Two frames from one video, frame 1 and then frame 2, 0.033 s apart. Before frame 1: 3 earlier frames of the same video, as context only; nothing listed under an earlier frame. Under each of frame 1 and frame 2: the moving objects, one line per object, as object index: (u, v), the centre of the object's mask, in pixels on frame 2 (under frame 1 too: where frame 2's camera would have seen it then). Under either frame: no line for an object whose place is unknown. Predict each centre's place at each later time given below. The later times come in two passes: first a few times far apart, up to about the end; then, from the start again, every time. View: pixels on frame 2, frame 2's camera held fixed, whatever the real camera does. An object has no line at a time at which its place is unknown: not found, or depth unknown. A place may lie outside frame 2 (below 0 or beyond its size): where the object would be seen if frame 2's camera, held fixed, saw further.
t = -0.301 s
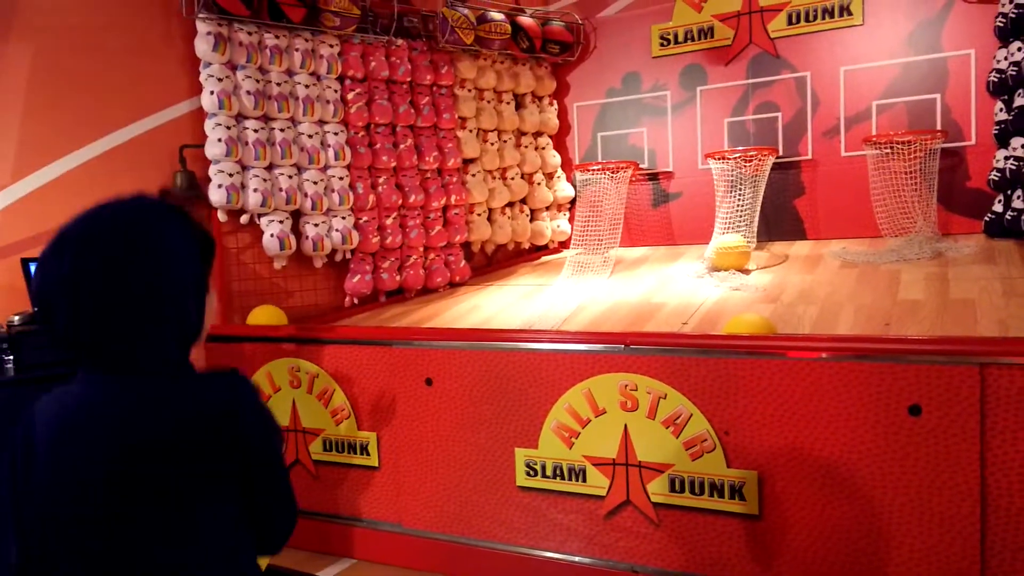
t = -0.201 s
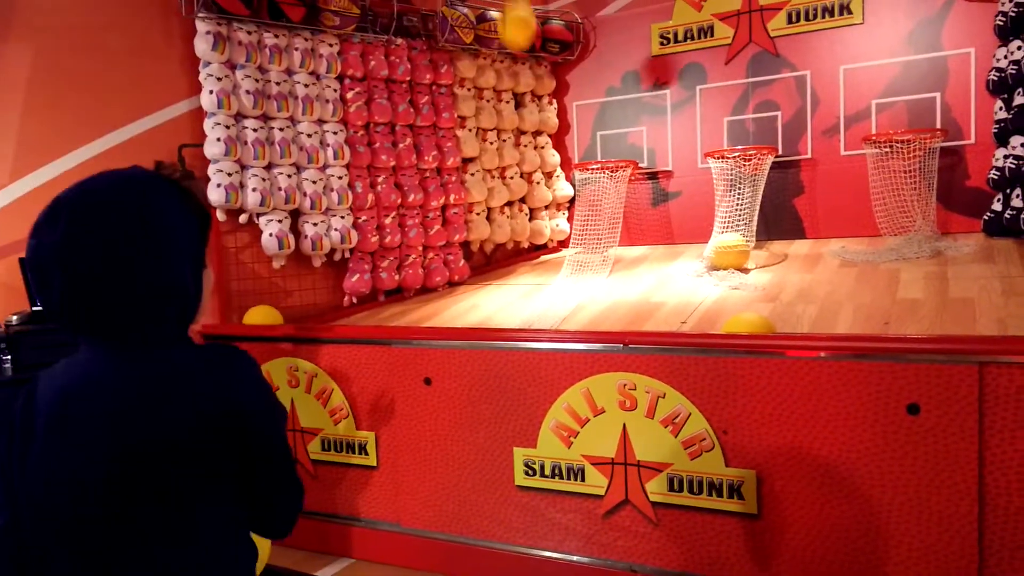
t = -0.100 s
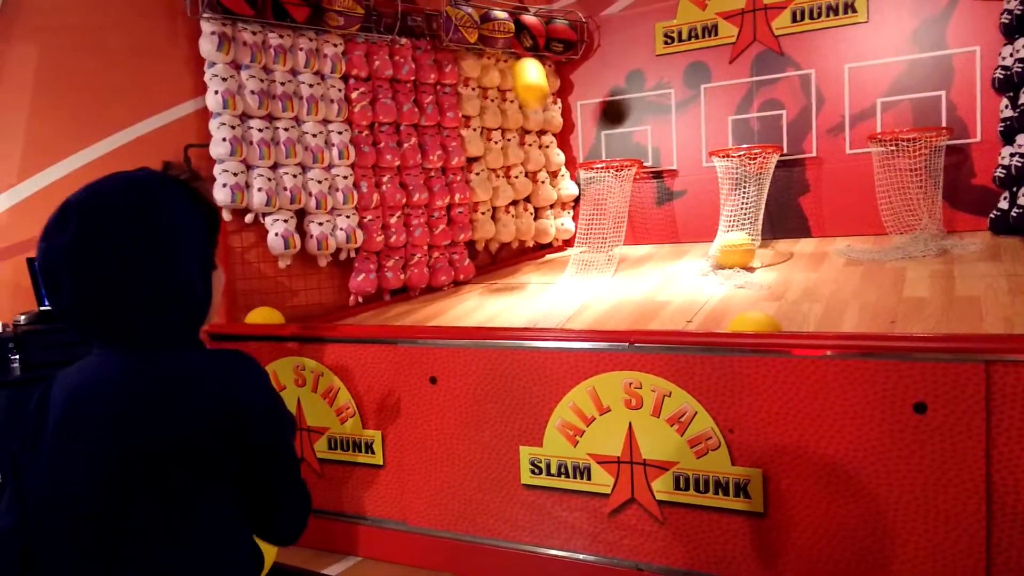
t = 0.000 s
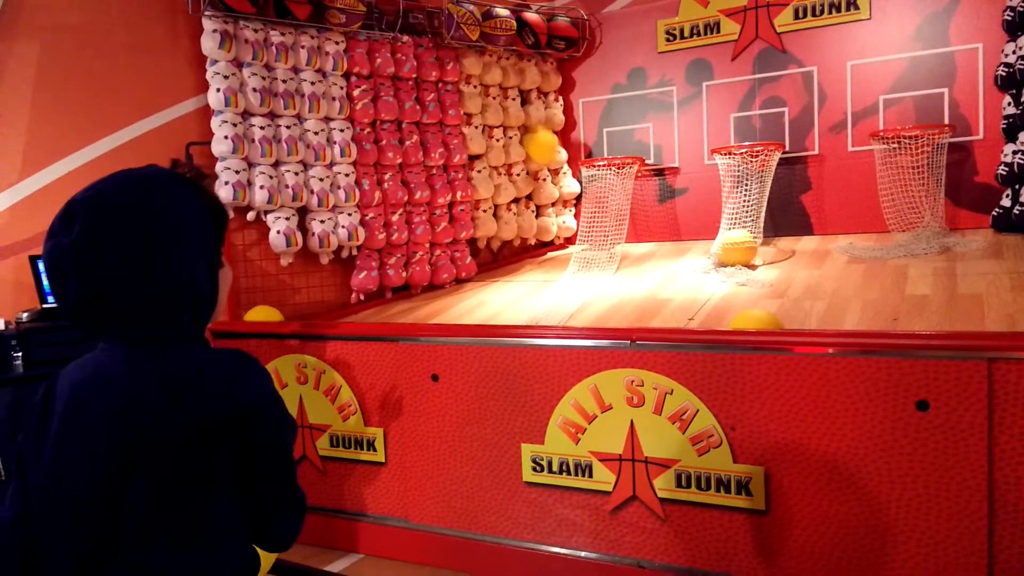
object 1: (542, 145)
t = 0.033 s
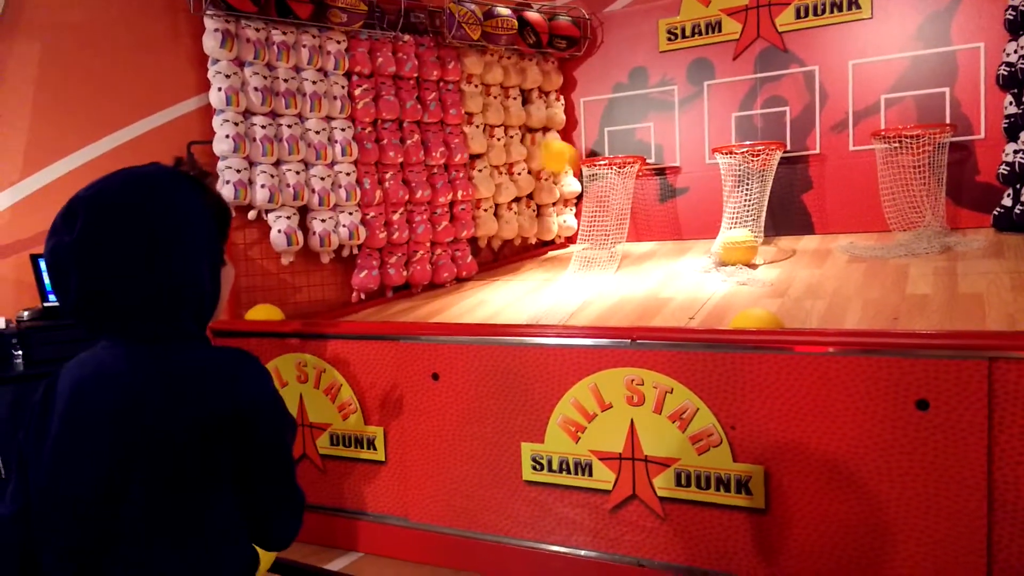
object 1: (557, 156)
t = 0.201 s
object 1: (564, 205)
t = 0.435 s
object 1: (577, 224)
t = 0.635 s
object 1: (586, 249)
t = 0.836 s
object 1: (583, 253)
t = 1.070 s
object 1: (576, 279)
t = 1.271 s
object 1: (563, 298)
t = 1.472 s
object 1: (547, 314)
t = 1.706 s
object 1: (567, 313)
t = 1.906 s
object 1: (590, 309)
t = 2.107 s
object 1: (608, 307)
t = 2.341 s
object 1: (623, 307)
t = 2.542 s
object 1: (632, 310)
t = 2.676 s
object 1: (635, 312)
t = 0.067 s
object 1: (570, 166)
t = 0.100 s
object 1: (569, 177)
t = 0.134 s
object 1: (565, 188)
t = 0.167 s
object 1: (564, 196)
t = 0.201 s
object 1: (564, 205)
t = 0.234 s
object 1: (567, 213)
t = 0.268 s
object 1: (568, 225)
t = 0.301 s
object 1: (570, 236)
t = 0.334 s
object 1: (570, 234)
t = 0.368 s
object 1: (571, 229)
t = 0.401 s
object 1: (572, 225)
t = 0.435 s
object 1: (577, 224)
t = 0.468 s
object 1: (579, 223)
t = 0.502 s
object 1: (581, 224)
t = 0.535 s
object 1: (583, 227)
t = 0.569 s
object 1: (585, 233)
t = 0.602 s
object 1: (586, 240)
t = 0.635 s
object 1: (586, 249)
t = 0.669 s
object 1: (587, 254)
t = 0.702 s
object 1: (589, 252)
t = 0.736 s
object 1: (587, 246)
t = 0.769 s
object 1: (582, 247)
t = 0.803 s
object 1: (583, 250)
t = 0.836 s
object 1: (583, 253)
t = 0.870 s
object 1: (584, 260)
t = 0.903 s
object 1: (583, 266)
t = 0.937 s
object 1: (581, 266)
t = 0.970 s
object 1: (580, 267)
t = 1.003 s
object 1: (579, 271)
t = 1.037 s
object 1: (578, 277)
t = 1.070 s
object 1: (576, 279)
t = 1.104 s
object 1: (574, 280)
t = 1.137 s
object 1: (572, 284)
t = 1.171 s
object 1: (570, 289)
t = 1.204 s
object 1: (568, 291)
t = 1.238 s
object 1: (566, 294)
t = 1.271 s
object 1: (563, 298)
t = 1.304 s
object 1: (561, 302)
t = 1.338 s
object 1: (558, 305)
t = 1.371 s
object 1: (555, 308)
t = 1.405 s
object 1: (553, 310)
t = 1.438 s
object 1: (550, 312)
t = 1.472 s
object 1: (547, 314)
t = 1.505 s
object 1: (544, 316)
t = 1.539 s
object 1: (543, 317)
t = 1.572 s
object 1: (548, 317)
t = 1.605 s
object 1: (554, 315)
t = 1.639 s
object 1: (558, 314)
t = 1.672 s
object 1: (563, 314)
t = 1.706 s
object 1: (567, 313)
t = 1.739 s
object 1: (571, 312)
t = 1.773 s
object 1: (575, 312)
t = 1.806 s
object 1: (579, 311)
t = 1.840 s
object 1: (583, 310)
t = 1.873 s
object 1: (586, 310)
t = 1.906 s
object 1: (590, 309)
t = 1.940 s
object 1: (594, 309)
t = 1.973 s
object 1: (597, 308)
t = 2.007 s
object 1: (600, 308)
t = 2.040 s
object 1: (603, 308)
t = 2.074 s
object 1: (606, 308)
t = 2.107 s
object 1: (608, 307)
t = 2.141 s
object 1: (611, 307)
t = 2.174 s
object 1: (614, 307)
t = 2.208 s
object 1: (616, 307)
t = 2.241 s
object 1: (618, 307)
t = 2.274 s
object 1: (620, 307)
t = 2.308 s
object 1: (622, 307)
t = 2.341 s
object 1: (623, 307)
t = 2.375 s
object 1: (625, 308)
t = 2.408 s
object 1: (627, 308)
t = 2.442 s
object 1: (628, 309)
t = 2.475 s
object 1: (630, 309)
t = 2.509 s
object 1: (631, 310)
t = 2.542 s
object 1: (632, 310)
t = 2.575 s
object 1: (633, 311)
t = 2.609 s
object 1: (634, 311)
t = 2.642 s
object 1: (635, 312)
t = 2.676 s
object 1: (635, 312)
